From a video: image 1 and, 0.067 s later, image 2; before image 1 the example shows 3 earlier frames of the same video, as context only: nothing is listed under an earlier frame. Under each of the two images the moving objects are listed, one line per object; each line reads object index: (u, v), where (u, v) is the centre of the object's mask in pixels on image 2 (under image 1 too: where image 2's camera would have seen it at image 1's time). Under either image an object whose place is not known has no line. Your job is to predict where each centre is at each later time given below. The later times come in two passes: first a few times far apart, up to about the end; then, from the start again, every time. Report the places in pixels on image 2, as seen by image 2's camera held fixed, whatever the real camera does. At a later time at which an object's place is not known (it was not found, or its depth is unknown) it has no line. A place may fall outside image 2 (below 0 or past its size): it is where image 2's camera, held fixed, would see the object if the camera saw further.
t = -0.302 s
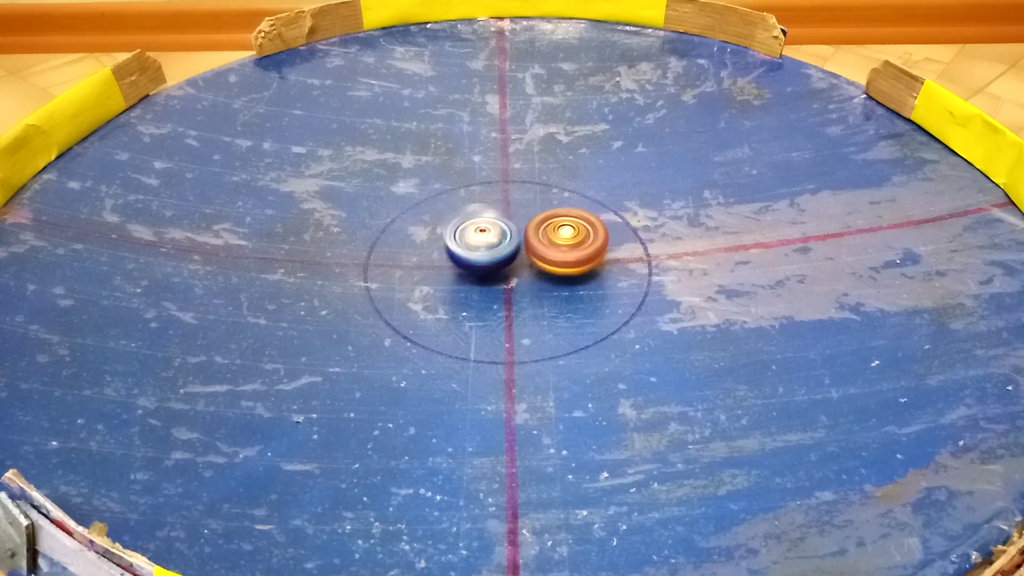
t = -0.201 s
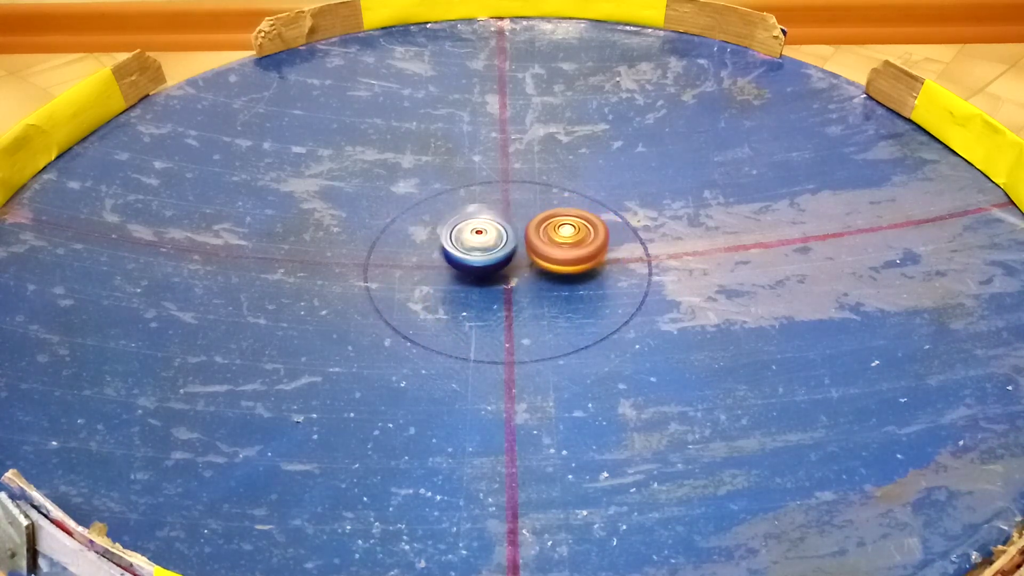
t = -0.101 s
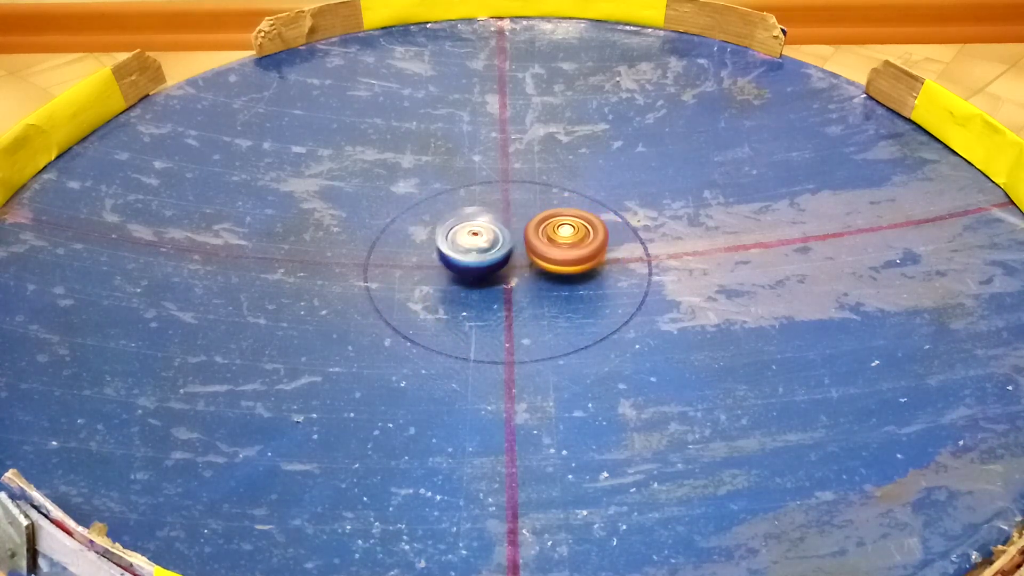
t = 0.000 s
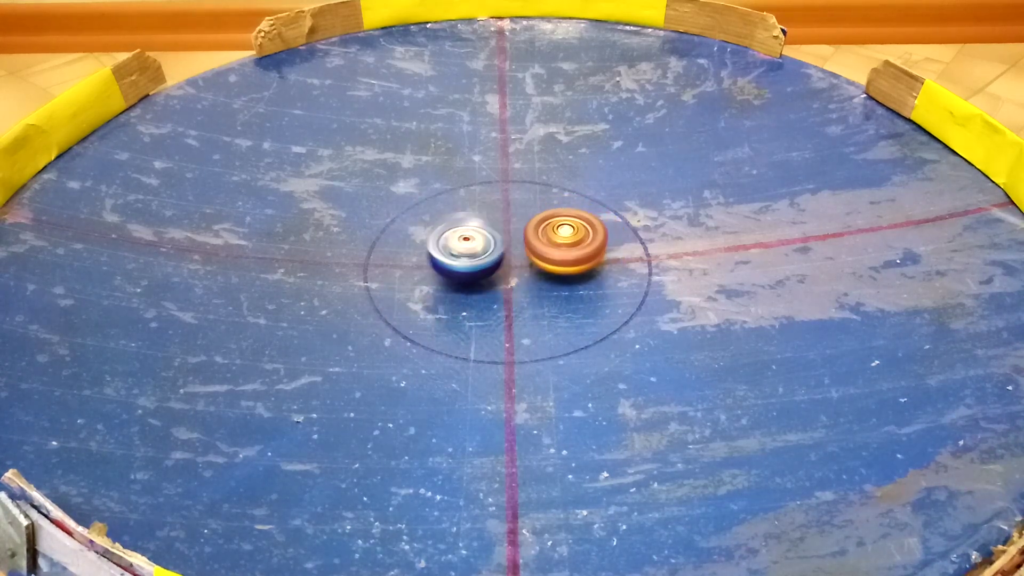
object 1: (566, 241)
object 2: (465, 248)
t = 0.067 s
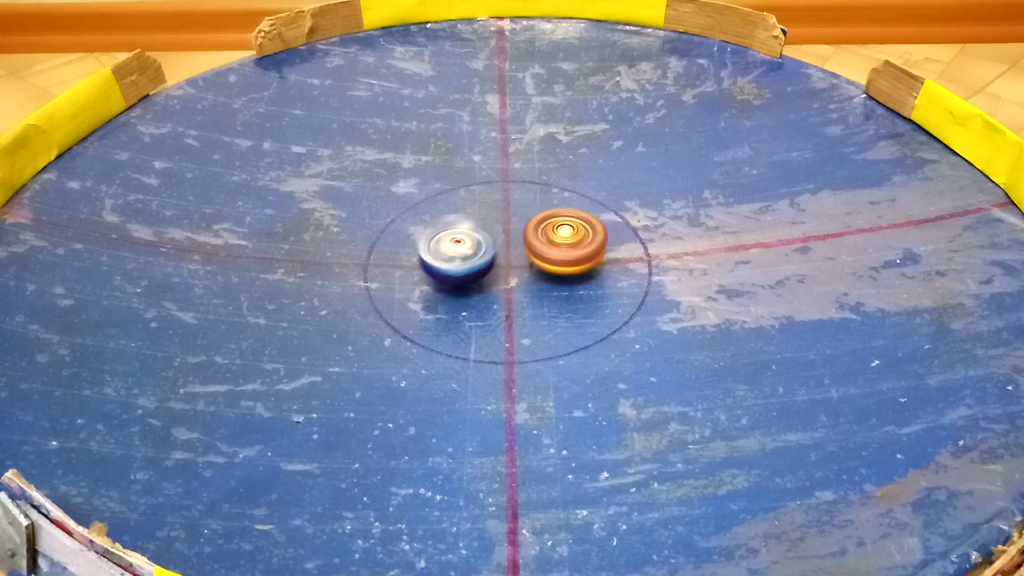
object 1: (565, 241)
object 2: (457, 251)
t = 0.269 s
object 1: (565, 241)
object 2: (447, 251)
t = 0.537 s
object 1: (565, 241)
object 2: (451, 249)
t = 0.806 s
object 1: (565, 241)
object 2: (474, 243)
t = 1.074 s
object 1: (568, 240)
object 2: (475, 240)
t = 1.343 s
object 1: (570, 241)
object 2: (470, 235)
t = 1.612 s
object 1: (573, 242)
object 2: (485, 235)
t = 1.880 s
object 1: (576, 240)
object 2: (430, 246)
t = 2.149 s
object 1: (574, 241)
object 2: (393, 256)
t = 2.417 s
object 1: (574, 242)
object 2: (391, 257)
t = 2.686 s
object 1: (567, 244)
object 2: (428, 251)
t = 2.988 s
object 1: (561, 247)
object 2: (476, 233)
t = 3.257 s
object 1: (602, 252)
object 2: (452, 211)
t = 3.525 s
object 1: (613, 249)
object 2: (448, 204)
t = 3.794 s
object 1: (599, 241)
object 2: (463, 216)
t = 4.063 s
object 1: (574, 238)
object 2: (485, 240)
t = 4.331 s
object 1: (588, 229)
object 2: (359, 275)
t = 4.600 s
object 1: (585, 231)
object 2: (326, 294)
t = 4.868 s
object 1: (572, 239)
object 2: (366, 298)
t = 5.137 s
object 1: (566, 246)
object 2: (416, 272)
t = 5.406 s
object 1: (568, 248)
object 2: (430, 228)
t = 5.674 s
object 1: (571, 249)
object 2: (406, 197)
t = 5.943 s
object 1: (572, 251)
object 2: (372, 192)
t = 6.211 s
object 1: (563, 251)
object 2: (375, 210)
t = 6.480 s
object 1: (546, 257)
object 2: (421, 223)
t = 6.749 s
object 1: (528, 262)
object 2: (475, 212)
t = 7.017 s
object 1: (521, 262)
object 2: (498, 184)
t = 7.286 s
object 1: (519, 260)
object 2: (496, 169)
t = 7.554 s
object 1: (516, 255)
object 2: (495, 190)
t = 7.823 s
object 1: (537, 282)
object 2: (471, 178)
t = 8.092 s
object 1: (560, 297)
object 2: (449, 184)
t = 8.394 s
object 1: (567, 287)
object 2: (472, 207)
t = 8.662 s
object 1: (546, 257)
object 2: (519, 201)
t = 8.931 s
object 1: (511, 234)
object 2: (529, 174)
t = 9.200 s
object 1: (472, 229)
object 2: (509, 177)
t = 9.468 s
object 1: (437, 245)
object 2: (517, 209)
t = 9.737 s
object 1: (432, 262)
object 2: (552, 219)
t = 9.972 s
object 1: (459, 264)
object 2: (563, 204)
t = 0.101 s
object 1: (565, 241)
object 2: (454, 252)
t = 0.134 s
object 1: (565, 241)
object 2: (452, 252)
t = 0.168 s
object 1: (565, 241)
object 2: (450, 252)
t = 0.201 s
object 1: (565, 241)
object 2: (449, 251)
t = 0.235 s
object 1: (565, 241)
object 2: (448, 251)
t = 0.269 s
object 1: (565, 241)
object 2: (447, 251)
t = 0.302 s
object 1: (565, 241)
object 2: (447, 250)
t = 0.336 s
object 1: (565, 241)
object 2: (447, 250)
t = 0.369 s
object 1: (565, 241)
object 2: (447, 250)
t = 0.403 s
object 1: (565, 241)
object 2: (447, 250)
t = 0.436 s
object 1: (565, 241)
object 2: (447, 250)
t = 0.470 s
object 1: (565, 241)
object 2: (448, 250)
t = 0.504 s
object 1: (565, 241)
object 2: (449, 249)
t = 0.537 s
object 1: (565, 241)
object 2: (451, 249)
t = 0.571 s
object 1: (565, 241)
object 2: (452, 248)
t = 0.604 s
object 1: (565, 241)
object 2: (454, 248)
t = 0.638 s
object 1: (565, 241)
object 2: (458, 247)
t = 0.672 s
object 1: (565, 241)
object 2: (461, 246)
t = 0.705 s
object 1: (565, 241)
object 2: (463, 246)
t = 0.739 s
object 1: (565, 241)
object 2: (467, 245)
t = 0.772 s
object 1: (565, 241)
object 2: (471, 244)
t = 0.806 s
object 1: (565, 241)
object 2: (474, 243)
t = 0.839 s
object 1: (565, 241)
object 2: (478, 242)
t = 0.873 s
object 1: (565, 241)
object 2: (480, 242)
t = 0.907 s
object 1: (566, 240)
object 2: (480, 242)
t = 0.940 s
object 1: (566, 240)
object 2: (481, 241)
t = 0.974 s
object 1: (566, 240)
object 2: (481, 241)
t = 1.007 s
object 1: (567, 240)
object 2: (478, 242)
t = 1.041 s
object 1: (567, 240)
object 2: (475, 241)
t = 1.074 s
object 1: (568, 240)
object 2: (475, 240)
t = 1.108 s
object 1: (568, 240)
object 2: (475, 240)
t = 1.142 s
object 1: (569, 240)
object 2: (475, 239)
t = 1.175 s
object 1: (569, 240)
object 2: (473, 238)
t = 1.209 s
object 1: (569, 240)
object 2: (471, 237)
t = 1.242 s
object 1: (570, 240)
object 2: (471, 238)
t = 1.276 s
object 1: (570, 240)
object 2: (472, 237)
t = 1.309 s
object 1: (570, 241)
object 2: (472, 236)
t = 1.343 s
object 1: (570, 241)
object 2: (470, 235)
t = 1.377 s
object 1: (570, 241)
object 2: (470, 235)
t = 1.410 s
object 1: (570, 241)
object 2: (472, 234)
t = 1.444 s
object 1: (570, 241)
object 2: (474, 234)
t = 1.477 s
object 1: (570, 242)
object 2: (478, 234)
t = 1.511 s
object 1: (571, 242)
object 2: (480, 233)
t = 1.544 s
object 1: (571, 242)
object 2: (481, 233)
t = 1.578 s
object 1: (571, 242)
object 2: (485, 234)
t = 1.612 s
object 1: (573, 242)
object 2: (485, 235)
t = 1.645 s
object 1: (577, 241)
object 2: (479, 236)
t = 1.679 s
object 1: (578, 241)
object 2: (472, 237)
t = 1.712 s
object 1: (578, 241)
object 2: (465, 238)
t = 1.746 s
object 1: (578, 241)
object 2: (459, 239)
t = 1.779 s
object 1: (577, 241)
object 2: (452, 240)
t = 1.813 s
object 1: (577, 240)
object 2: (444, 243)
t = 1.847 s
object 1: (576, 240)
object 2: (436, 244)
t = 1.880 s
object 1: (576, 240)
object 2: (430, 246)
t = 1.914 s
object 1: (575, 241)
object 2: (423, 247)
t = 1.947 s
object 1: (575, 241)
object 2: (418, 248)
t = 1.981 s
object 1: (574, 241)
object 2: (413, 250)
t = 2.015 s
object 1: (574, 241)
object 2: (409, 251)
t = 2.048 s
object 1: (574, 241)
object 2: (404, 253)
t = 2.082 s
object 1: (574, 241)
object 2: (400, 253)
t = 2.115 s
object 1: (574, 241)
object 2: (397, 255)
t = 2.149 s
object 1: (574, 241)
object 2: (393, 256)
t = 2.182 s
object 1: (574, 241)
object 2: (391, 257)
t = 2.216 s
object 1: (574, 241)
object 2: (390, 258)
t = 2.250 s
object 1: (574, 241)
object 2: (388, 258)
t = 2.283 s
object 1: (574, 241)
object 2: (387, 258)
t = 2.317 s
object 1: (574, 241)
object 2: (387, 258)
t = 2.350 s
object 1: (574, 241)
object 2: (388, 258)
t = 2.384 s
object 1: (574, 242)
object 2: (389, 258)
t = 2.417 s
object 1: (574, 242)
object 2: (391, 257)
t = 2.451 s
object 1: (573, 242)
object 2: (393, 257)
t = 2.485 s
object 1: (572, 243)
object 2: (396, 258)
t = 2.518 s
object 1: (570, 243)
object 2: (400, 257)
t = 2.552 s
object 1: (570, 243)
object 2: (405, 256)
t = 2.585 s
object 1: (570, 243)
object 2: (410, 255)
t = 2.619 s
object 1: (570, 243)
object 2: (416, 253)
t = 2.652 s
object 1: (568, 243)
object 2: (421, 251)
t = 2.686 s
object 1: (567, 244)
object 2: (428, 251)
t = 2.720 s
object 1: (567, 244)
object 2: (434, 248)
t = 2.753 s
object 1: (567, 244)
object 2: (439, 247)
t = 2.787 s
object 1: (567, 244)
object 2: (445, 245)
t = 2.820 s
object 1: (566, 245)
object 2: (451, 243)
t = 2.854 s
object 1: (565, 245)
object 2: (458, 241)
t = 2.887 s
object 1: (564, 245)
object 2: (463, 239)
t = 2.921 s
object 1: (563, 245)
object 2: (468, 236)
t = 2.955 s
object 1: (560, 245)
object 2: (474, 234)
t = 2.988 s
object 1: (561, 247)
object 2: (476, 233)
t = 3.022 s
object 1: (570, 249)
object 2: (470, 228)
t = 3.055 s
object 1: (576, 250)
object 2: (466, 225)
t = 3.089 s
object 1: (581, 251)
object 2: (464, 223)
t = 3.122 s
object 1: (586, 252)
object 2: (463, 220)
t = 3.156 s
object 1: (591, 252)
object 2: (460, 218)
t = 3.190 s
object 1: (595, 253)
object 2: (457, 216)
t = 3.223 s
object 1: (598, 252)
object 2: (455, 213)
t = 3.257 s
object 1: (602, 252)
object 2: (452, 211)
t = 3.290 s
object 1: (605, 251)
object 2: (449, 208)
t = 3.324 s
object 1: (608, 251)
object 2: (449, 205)
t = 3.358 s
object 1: (609, 251)
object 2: (447, 203)
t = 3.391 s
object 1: (610, 250)
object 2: (447, 202)
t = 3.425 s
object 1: (611, 250)
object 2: (446, 203)
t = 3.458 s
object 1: (612, 249)
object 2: (446, 203)
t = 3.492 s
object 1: (613, 249)
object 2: (447, 204)
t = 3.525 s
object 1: (613, 249)
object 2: (448, 204)
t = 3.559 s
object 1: (613, 248)
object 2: (448, 203)
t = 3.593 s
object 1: (612, 247)
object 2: (448, 203)
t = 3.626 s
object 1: (612, 246)
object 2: (451, 204)
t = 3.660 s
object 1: (610, 245)
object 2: (453, 205)
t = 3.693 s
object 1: (608, 245)
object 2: (456, 207)
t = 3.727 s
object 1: (605, 244)
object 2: (458, 209)
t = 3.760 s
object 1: (602, 243)
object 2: (461, 212)
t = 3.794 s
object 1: (599, 241)
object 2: (463, 216)
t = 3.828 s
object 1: (594, 239)
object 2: (465, 220)
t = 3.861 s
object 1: (589, 238)
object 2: (468, 223)
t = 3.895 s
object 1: (585, 238)
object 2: (470, 225)
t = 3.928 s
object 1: (584, 238)
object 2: (472, 229)
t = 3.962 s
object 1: (583, 238)
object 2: (475, 233)
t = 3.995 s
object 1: (582, 238)
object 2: (479, 236)
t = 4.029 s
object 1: (579, 238)
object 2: (482, 237)
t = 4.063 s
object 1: (574, 238)
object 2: (485, 240)
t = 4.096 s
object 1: (576, 237)
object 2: (481, 243)
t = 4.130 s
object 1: (584, 233)
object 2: (460, 250)
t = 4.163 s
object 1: (587, 230)
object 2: (440, 254)
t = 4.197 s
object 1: (588, 228)
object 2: (419, 258)
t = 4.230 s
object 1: (588, 229)
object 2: (403, 261)
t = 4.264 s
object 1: (588, 229)
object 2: (385, 269)
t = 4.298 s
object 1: (588, 229)
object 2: (371, 270)
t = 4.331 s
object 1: (588, 229)
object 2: (359, 275)
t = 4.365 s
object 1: (588, 230)
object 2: (350, 276)
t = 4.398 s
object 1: (588, 230)
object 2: (343, 279)
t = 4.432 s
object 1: (588, 230)
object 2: (338, 282)
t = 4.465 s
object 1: (588, 230)
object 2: (334, 285)
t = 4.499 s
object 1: (587, 230)
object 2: (330, 287)
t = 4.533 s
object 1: (587, 231)
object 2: (328, 290)
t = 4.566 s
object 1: (586, 231)
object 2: (326, 292)
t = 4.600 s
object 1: (585, 231)
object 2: (326, 294)
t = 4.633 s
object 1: (584, 231)
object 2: (327, 296)
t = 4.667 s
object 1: (583, 232)
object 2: (331, 297)
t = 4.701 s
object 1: (582, 233)
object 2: (335, 299)
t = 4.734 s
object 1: (579, 235)
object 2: (339, 300)
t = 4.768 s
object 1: (576, 236)
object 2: (345, 300)
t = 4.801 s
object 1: (573, 238)
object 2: (352, 300)
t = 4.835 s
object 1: (572, 238)
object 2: (359, 299)
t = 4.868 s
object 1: (572, 239)
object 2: (366, 298)
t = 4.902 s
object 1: (570, 240)
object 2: (373, 297)
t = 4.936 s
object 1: (569, 241)
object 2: (381, 295)
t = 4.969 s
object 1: (568, 242)
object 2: (388, 292)
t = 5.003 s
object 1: (568, 243)
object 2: (395, 288)
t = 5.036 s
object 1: (568, 244)
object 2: (401, 285)
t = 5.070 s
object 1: (567, 245)
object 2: (407, 280)
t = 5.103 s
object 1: (567, 246)
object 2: (412, 277)
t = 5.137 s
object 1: (566, 246)
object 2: (416, 272)
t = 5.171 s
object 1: (566, 246)
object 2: (422, 266)
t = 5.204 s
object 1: (566, 246)
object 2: (425, 259)
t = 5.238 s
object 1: (566, 247)
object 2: (427, 253)
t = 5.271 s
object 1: (567, 247)
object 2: (428, 249)
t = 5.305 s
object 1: (568, 248)
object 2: (431, 243)
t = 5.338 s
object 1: (568, 248)
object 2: (431, 237)
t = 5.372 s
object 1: (568, 248)
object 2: (431, 233)
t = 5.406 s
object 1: (568, 248)
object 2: (430, 228)
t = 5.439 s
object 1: (569, 248)
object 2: (429, 223)
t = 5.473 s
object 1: (569, 248)
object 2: (428, 218)
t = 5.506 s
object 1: (570, 249)
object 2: (426, 212)
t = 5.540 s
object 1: (570, 249)
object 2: (424, 208)
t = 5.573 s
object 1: (571, 249)
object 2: (421, 204)
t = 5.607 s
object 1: (571, 249)
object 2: (417, 202)
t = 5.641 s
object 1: (572, 249)
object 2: (412, 199)
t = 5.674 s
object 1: (571, 249)
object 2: (406, 197)
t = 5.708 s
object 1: (571, 250)
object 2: (401, 194)
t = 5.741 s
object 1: (571, 250)
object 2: (397, 193)
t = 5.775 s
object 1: (571, 250)
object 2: (391, 191)
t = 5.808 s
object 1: (571, 250)
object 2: (389, 190)
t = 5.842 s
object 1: (571, 250)
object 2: (382, 189)
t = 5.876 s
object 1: (571, 250)
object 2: (378, 190)
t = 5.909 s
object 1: (571, 250)
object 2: (375, 191)
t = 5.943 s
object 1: (572, 251)
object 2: (372, 192)
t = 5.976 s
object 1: (571, 250)
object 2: (370, 194)
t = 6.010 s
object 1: (571, 251)
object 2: (368, 194)
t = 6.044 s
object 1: (570, 251)
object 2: (367, 197)
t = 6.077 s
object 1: (569, 251)
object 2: (367, 199)
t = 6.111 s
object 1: (568, 251)
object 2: (367, 200)
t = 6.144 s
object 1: (567, 251)
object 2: (369, 205)
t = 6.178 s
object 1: (565, 250)
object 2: (372, 208)
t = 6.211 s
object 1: (563, 251)
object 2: (375, 210)
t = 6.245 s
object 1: (560, 252)
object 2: (379, 212)
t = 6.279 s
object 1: (559, 252)
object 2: (383, 216)
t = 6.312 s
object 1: (559, 252)
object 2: (389, 220)
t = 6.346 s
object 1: (558, 253)
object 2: (396, 221)
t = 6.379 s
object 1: (556, 253)
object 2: (402, 223)
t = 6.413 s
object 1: (553, 255)
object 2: (408, 223)
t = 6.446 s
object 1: (549, 256)
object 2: (414, 223)
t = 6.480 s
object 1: (546, 257)
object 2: (421, 223)
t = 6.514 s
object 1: (545, 258)
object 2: (430, 223)
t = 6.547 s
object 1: (543, 258)
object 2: (436, 223)
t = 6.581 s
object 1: (541, 259)
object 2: (443, 222)
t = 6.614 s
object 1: (539, 260)
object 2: (449, 221)
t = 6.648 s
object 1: (536, 260)
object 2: (457, 218)
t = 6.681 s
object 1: (533, 261)
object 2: (463, 216)
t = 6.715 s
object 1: (530, 262)
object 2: (468, 215)
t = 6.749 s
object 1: (528, 262)
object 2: (475, 212)
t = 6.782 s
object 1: (527, 263)
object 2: (480, 209)
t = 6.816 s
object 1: (526, 263)
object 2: (484, 206)
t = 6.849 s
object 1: (525, 263)
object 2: (489, 201)
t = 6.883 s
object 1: (525, 263)
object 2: (491, 199)
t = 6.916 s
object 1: (524, 263)
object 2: (494, 194)
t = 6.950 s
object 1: (523, 263)
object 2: (495, 191)
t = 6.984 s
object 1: (522, 263)
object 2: (497, 187)
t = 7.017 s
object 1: (521, 262)
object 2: (498, 184)
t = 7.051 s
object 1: (521, 262)
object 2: (499, 182)
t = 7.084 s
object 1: (520, 262)
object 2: (498, 177)
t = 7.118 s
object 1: (520, 261)
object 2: (498, 176)
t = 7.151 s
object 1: (520, 261)
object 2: (496, 173)
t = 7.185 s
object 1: (519, 260)
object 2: (495, 170)
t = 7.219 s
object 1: (519, 260)
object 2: (494, 169)
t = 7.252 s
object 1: (519, 260)
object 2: (496, 169)
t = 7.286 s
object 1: (519, 260)
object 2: (496, 169)
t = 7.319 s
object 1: (519, 259)
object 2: (496, 170)
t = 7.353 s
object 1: (517, 259)
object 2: (496, 171)
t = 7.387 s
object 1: (517, 258)
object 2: (496, 172)
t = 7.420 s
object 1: (516, 259)
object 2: (494, 176)
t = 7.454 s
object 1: (515, 258)
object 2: (493, 179)
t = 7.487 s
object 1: (516, 258)
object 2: (493, 183)
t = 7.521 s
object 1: (516, 257)
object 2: (493, 187)
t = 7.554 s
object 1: (516, 255)
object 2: (495, 190)
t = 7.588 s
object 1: (516, 254)
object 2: (494, 192)
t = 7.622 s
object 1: (517, 252)
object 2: (495, 195)
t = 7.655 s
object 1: (519, 253)
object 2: (493, 197)
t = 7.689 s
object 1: (524, 261)
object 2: (488, 193)
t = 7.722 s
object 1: (528, 267)
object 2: (480, 187)
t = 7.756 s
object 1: (532, 273)
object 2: (477, 184)
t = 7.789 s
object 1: (535, 278)
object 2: (474, 182)
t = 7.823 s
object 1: (537, 282)
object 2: (471, 178)
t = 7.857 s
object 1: (540, 286)
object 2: (468, 177)
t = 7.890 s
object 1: (544, 290)
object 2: (463, 176)
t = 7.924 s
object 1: (546, 292)
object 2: (460, 175)
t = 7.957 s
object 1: (549, 295)
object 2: (457, 176)
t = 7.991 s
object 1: (553, 296)
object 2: (454, 177)
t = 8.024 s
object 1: (556, 296)
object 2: (451, 179)
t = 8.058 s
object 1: (559, 298)
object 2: (450, 181)
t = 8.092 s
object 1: (560, 297)
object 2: (449, 184)
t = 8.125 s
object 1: (562, 298)
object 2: (448, 186)
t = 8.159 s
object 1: (563, 297)
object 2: (448, 190)
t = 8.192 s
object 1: (565, 297)
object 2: (449, 191)
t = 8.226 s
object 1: (567, 297)
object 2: (449, 194)
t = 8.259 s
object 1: (570, 296)
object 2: (452, 196)
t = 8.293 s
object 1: (570, 295)
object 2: (456, 200)
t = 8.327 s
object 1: (569, 293)
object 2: (461, 204)
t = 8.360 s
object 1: (567, 291)
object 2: (466, 205)
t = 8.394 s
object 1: (567, 287)
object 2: (472, 207)
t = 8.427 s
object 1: (565, 284)
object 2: (478, 209)
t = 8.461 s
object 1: (563, 280)
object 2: (484, 210)
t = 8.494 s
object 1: (561, 277)
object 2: (490, 209)
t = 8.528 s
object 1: (558, 273)
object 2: (498, 209)
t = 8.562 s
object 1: (556, 270)
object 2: (504, 208)
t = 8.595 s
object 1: (554, 265)
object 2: (510, 205)
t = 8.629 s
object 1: (550, 261)
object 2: (516, 205)
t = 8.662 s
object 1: (546, 257)
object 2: (519, 201)
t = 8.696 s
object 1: (542, 254)
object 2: (522, 198)
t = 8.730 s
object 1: (539, 249)
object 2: (525, 193)
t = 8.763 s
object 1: (534, 246)
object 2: (528, 190)
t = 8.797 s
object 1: (530, 244)
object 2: (530, 185)
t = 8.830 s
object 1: (527, 241)
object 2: (531, 182)
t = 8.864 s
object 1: (520, 239)
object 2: (531, 179)
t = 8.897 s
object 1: (516, 237)
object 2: (529, 178)
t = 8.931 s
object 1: (511, 234)
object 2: (529, 174)
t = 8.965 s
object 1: (507, 233)
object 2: (529, 172)
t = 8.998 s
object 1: (502, 231)
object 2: (523, 171)
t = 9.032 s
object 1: (497, 231)
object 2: (522, 171)
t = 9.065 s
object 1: (492, 230)
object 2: (519, 172)
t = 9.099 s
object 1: (487, 231)
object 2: (518, 171)
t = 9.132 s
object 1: (483, 229)
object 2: (515, 172)
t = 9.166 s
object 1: (476, 229)
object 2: (511, 174)
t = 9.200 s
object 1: (472, 229)
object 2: (509, 177)
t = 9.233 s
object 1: (466, 229)
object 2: (508, 179)
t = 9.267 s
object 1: (461, 229)
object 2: (506, 183)
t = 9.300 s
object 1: (456, 231)
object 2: (507, 188)
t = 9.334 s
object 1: (451, 233)
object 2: (507, 192)
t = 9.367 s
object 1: (446, 236)
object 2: (507, 198)
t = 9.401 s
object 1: (444, 239)
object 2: (511, 202)
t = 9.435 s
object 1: (439, 242)
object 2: (514, 206)
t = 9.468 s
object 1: (437, 245)
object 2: (517, 209)
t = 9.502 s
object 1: (433, 247)
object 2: (522, 211)
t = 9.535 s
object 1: (430, 250)
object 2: (526, 213)
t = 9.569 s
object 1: (429, 252)
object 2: (530, 215)
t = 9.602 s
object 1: (428, 255)
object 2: (535, 216)
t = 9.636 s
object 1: (429, 257)
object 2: (539, 216)
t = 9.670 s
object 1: (429, 259)
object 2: (545, 218)
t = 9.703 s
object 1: (431, 261)
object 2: (549, 219)
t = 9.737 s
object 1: (432, 262)
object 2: (552, 219)
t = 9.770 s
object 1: (433, 263)
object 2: (555, 216)
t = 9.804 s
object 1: (436, 263)
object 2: (557, 215)
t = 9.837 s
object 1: (439, 265)
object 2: (558, 214)
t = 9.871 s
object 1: (444, 265)
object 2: (562, 211)
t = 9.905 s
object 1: (449, 265)
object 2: (564, 209)
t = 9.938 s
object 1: (455, 265)
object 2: (564, 206)
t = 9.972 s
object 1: (459, 264)
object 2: (563, 204)
